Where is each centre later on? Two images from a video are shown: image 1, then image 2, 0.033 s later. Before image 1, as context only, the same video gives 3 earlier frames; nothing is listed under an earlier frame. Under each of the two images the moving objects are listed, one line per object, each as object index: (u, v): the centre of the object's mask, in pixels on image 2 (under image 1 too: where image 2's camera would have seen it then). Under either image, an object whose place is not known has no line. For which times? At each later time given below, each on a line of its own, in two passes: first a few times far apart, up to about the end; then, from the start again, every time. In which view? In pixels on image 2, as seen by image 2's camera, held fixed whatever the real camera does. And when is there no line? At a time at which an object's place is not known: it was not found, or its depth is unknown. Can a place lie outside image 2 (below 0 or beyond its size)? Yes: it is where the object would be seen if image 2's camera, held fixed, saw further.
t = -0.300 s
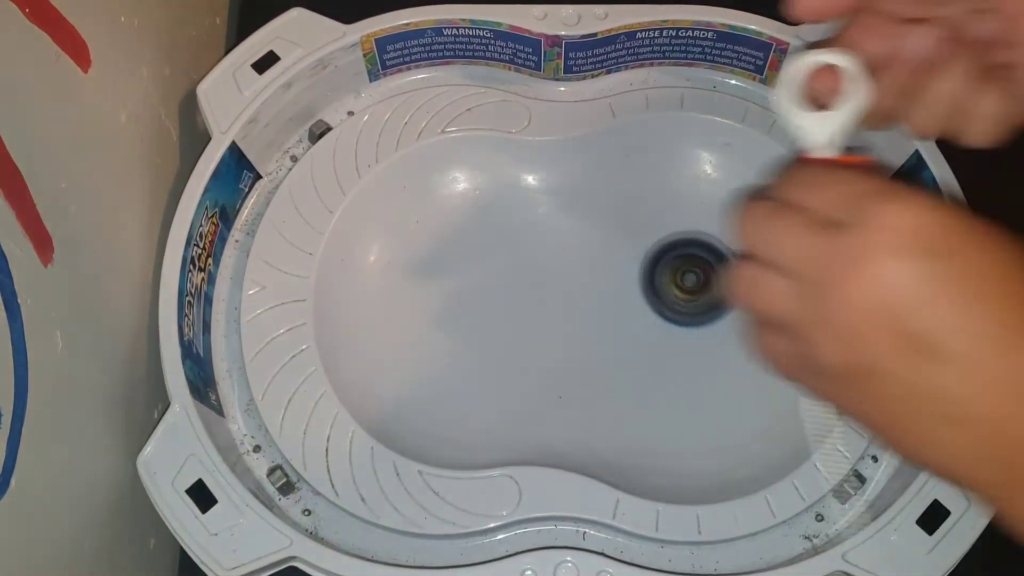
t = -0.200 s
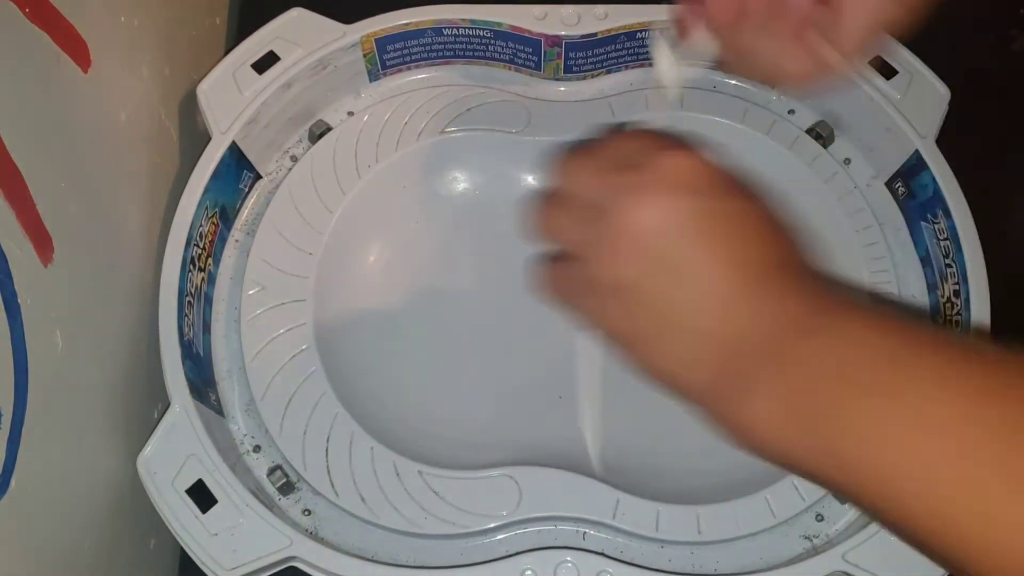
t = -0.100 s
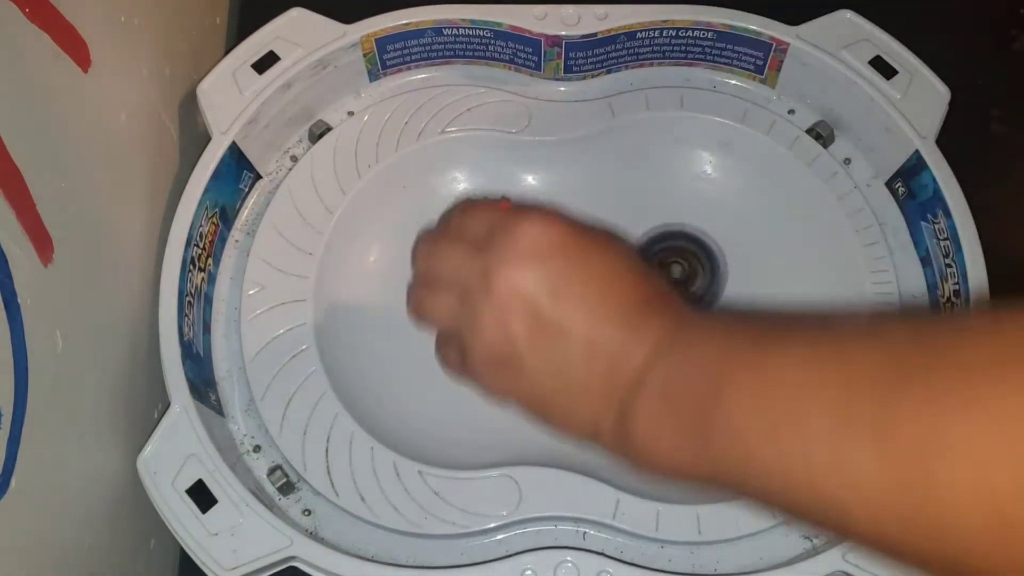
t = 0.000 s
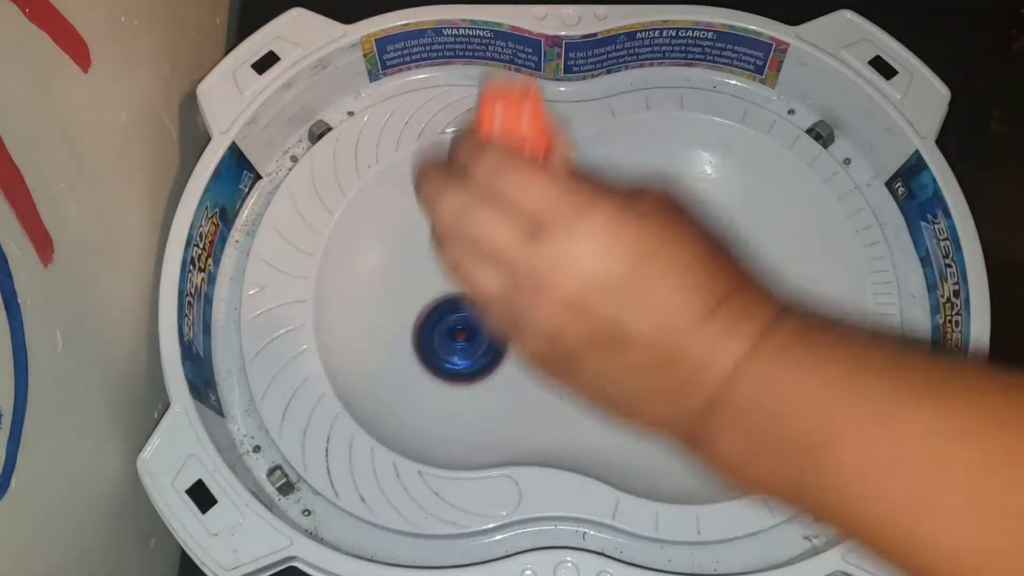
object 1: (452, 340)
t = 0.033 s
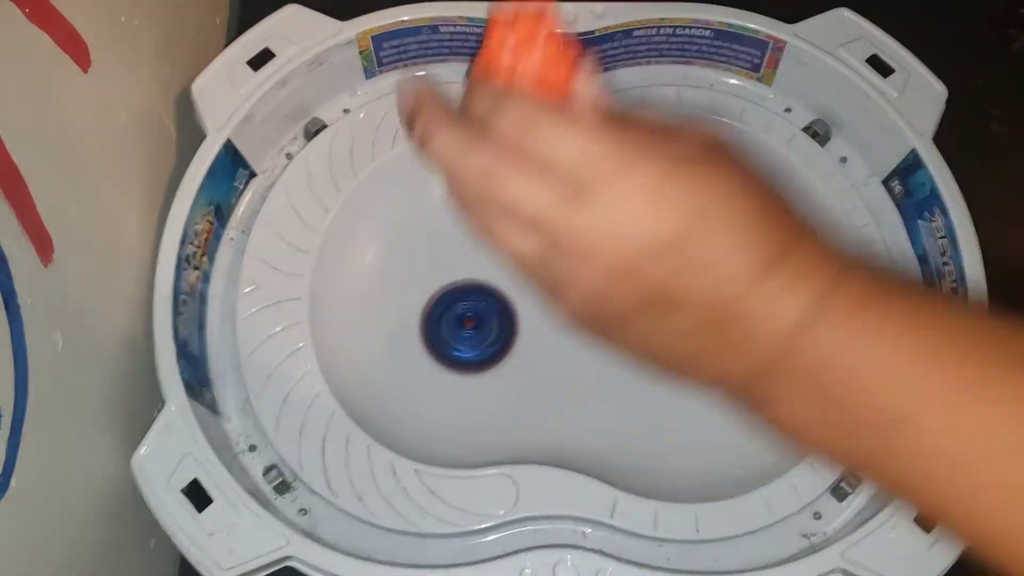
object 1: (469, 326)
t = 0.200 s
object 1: (526, 290)
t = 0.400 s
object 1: (512, 255)
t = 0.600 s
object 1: (451, 287)
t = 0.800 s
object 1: (524, 314)
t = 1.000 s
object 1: (542, 260)
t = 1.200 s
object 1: (402, 255)
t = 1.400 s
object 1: (430, 389)
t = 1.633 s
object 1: (746, 381)
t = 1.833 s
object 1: (744, 219)
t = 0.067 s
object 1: (482, 316)
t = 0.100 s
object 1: (494, 312)
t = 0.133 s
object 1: (505, 309)
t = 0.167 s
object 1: (518, 299)
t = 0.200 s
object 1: (526, 290)
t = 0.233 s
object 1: (531, 281)
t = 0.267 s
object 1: (533, 272)
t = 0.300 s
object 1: (533, 265)
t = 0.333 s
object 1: (529, 260)
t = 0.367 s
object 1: (522, 256)
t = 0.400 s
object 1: (512, 255)
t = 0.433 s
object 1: (499, 256)
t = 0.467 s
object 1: (484, 261)
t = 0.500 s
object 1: (472, 267)
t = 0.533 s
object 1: (461, 274)
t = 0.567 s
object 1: (454, 280)
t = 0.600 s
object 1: (451, 287)
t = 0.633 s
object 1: (453, 294)
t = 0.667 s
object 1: (458, 301)
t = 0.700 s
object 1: (468, 307)
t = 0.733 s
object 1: (483, 311)
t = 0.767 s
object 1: (502, 313)
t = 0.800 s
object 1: (524, 314)
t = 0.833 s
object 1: (547, 313)
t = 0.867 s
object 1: (568, 309)
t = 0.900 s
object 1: (567, 296)
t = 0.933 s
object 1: (563, 283)
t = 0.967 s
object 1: (554, 270)
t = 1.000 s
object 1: (542, 260)
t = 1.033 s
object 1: (527, 251)
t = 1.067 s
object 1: (508, 246)
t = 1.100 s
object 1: (485, 242)
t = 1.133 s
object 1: (458, 240)
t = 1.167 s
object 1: (429, 244)
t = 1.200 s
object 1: (402, 255)
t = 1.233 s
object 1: (382, 271)
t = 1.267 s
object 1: (368, 293)
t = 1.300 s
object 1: (366, 318)
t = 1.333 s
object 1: (377, 345)
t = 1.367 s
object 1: (399, 369)
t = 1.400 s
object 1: (430, 389)
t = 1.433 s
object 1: (467, 401)
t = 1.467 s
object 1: (511, 402)
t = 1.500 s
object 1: (553, 396)
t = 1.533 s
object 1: (602, 387)
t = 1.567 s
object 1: (651, 382)
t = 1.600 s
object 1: (699, 387)
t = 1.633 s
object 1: (746, 381)
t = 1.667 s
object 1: (787, 364)
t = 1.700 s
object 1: (812, 334)
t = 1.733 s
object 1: (820, 303)
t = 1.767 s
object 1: (810, 271)
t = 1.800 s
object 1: (784, 243)
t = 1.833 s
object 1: (744, 219)
